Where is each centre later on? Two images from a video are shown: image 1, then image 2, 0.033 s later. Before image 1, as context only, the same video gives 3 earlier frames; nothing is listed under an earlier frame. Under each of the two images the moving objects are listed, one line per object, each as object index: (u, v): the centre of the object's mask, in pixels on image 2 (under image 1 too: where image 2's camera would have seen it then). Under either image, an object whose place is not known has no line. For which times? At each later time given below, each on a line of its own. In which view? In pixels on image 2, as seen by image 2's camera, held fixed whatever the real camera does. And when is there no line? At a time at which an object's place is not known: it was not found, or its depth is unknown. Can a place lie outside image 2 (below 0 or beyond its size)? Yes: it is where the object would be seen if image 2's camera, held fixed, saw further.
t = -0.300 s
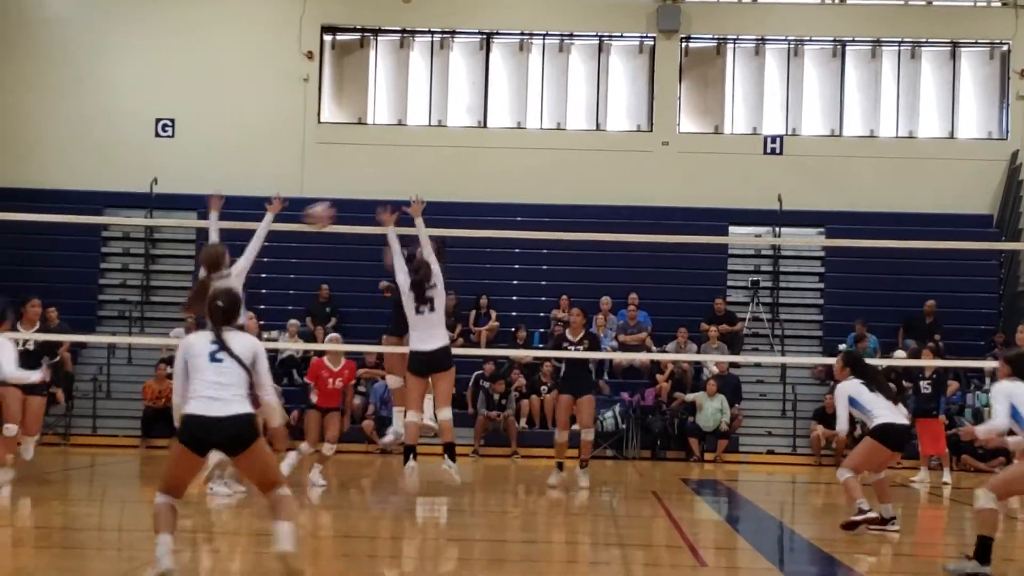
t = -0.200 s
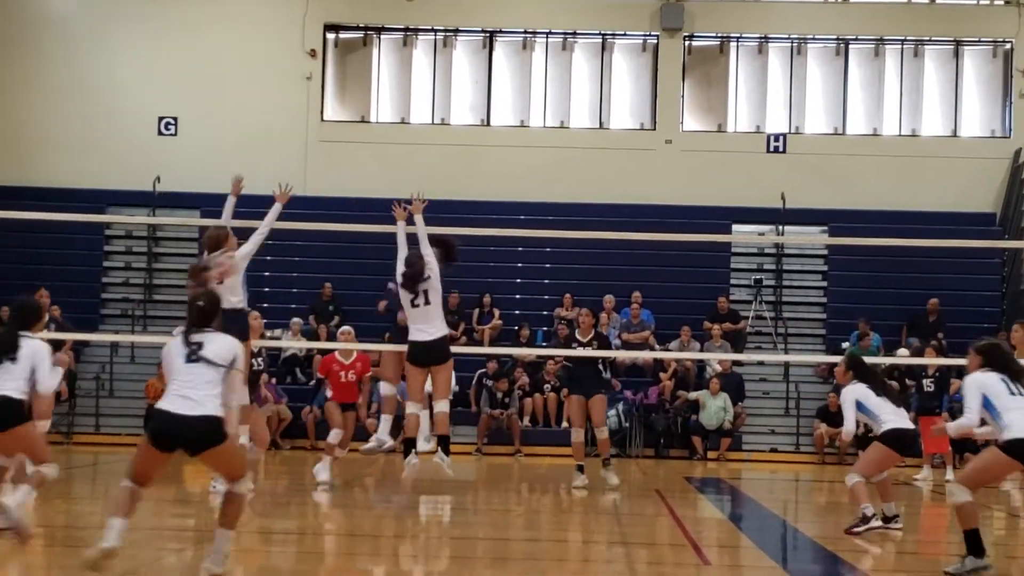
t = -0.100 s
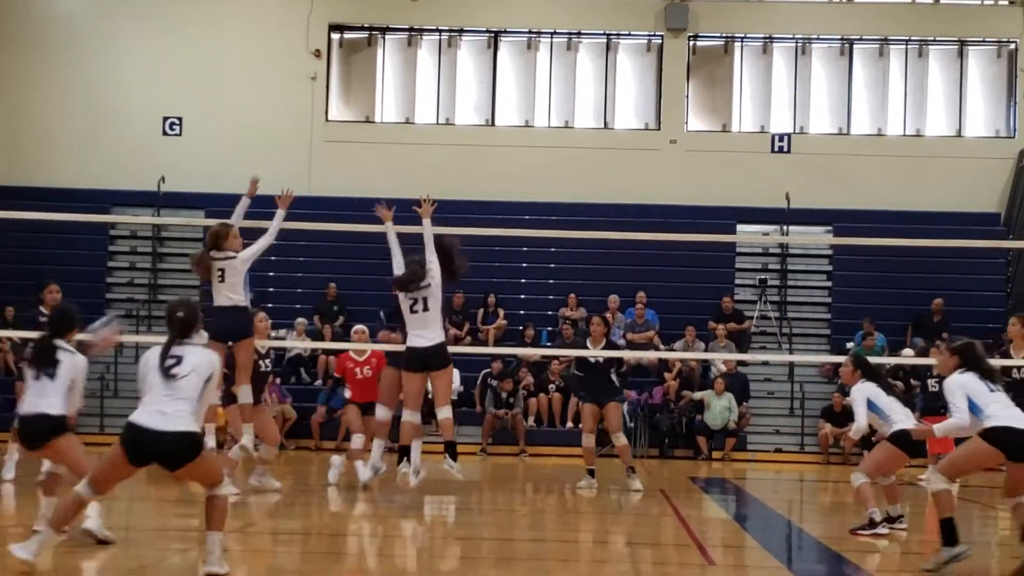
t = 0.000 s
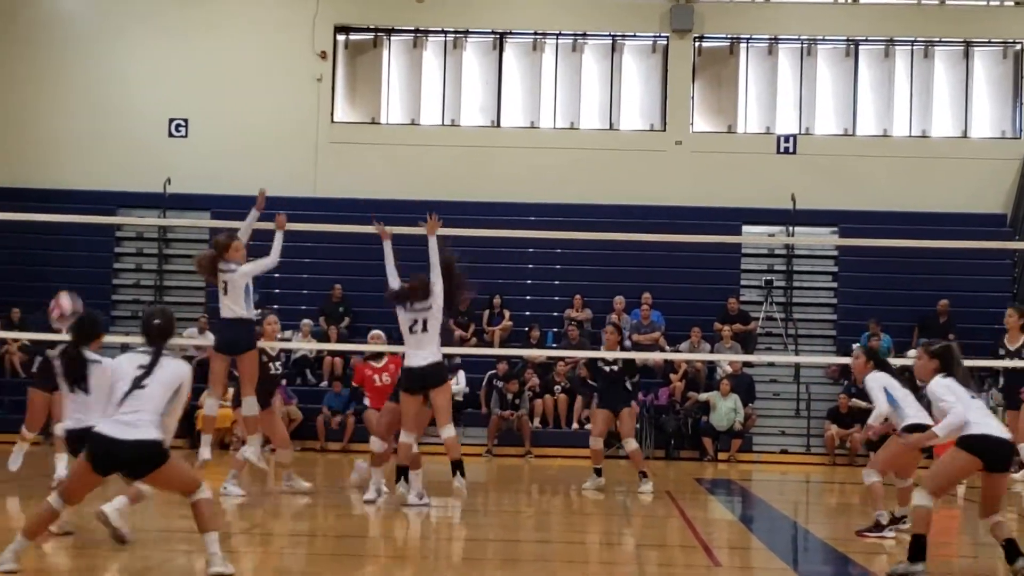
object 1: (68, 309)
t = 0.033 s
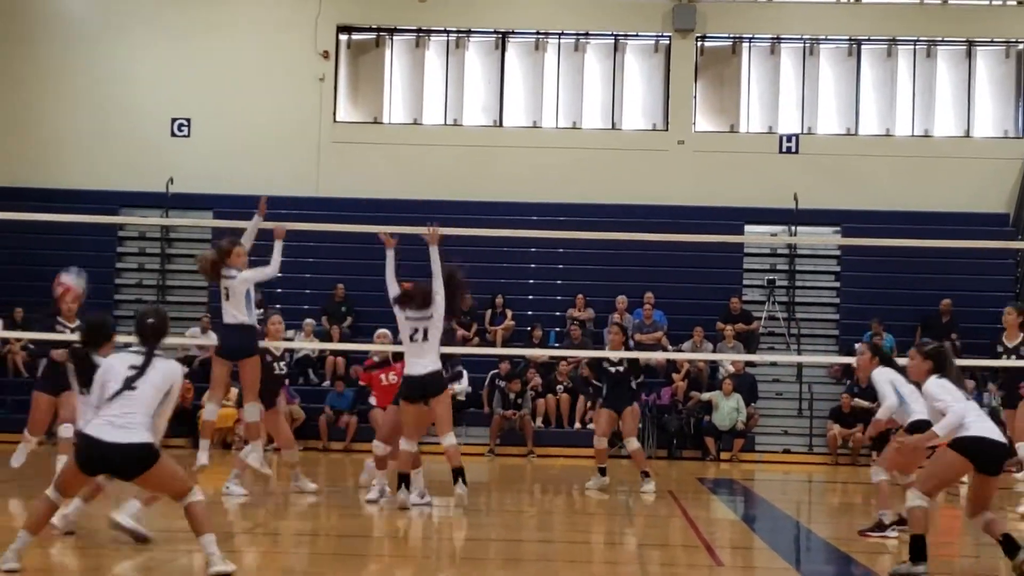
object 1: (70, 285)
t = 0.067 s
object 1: (73, 264)
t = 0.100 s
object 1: (75, 244)
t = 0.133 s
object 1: (75, 226)
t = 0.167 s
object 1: (76, 209)
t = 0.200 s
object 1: (80, 197)
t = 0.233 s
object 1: (81, 186)
